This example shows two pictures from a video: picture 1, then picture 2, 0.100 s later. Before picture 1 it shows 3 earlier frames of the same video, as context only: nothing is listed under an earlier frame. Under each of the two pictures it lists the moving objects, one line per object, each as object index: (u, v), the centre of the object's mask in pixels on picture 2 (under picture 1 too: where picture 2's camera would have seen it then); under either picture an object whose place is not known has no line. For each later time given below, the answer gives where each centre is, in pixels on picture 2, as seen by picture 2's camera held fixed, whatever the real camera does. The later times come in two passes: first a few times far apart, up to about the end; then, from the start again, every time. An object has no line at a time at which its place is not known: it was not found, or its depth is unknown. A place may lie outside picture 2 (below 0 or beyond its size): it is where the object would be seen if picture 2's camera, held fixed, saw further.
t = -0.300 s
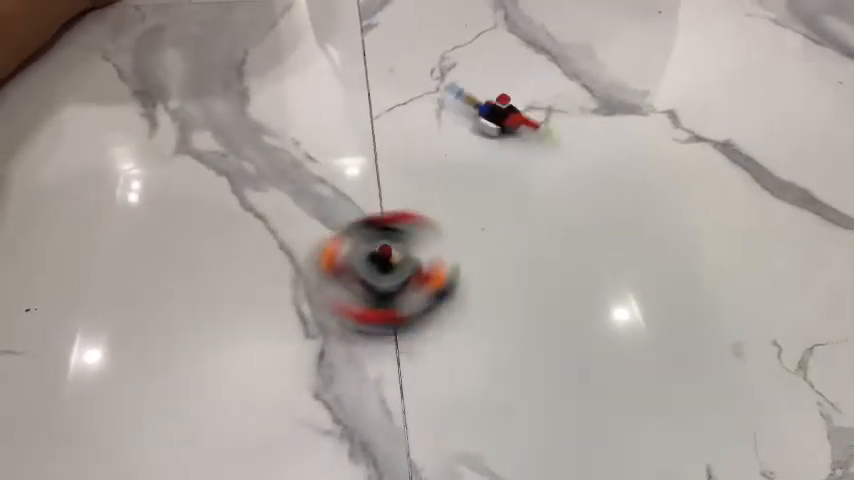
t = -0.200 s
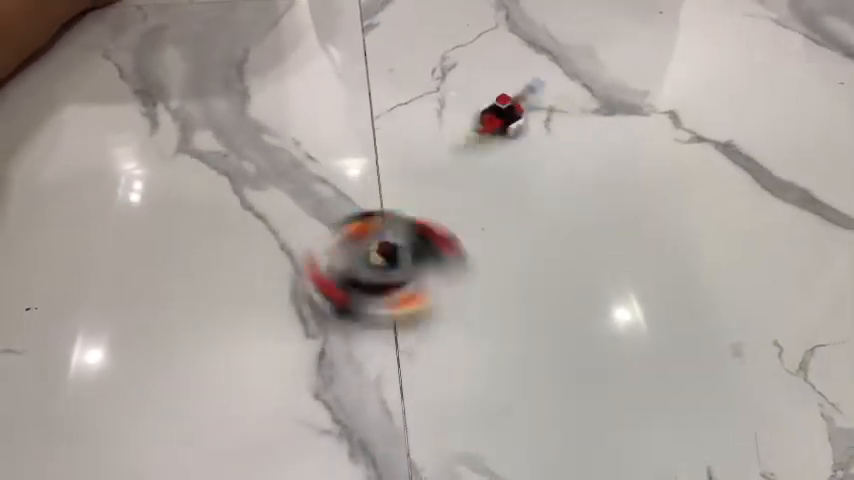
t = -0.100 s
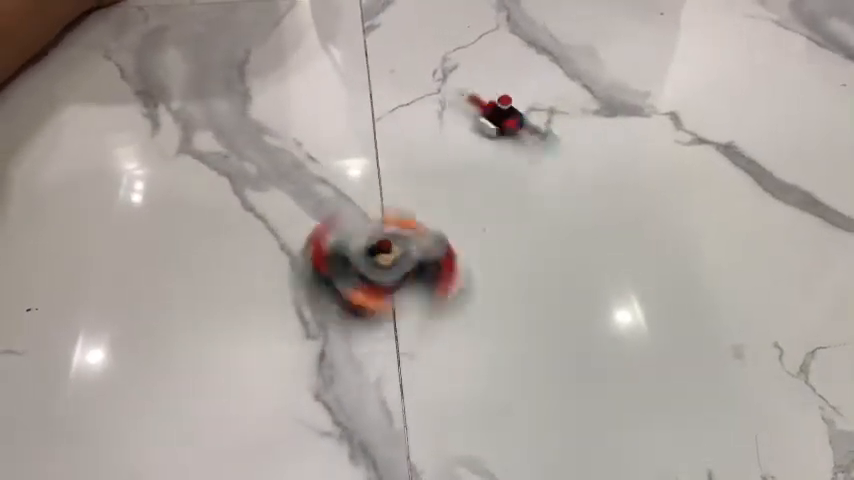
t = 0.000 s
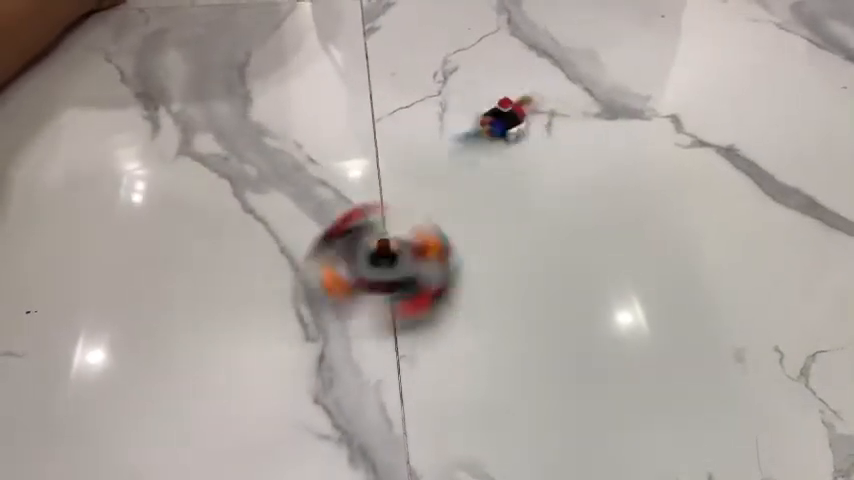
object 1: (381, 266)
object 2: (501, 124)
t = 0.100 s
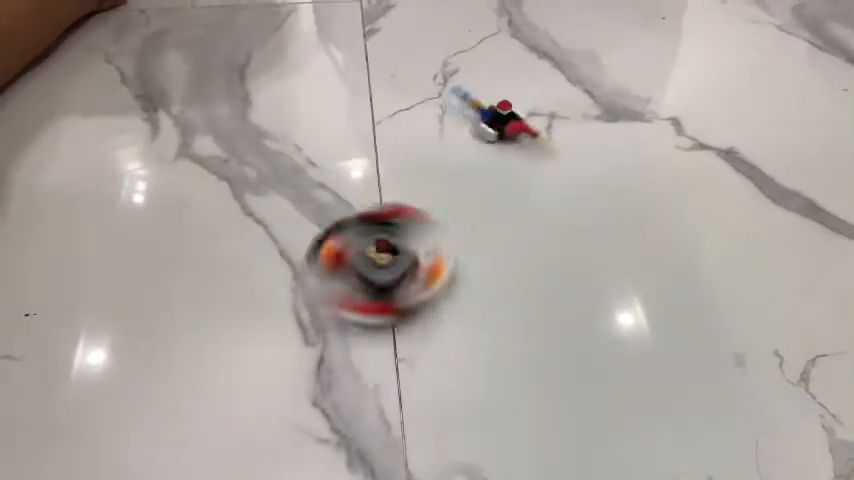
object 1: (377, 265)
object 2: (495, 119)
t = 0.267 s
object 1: (379, 259)
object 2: (509, 122)
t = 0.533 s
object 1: (380, 254)
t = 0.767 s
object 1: (377, 247)
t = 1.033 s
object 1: (380, 239)
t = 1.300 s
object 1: (378, 230)
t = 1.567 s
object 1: (376, 225)
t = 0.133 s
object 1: (379, 262)
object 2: (496, 118)
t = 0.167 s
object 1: (382, 263)
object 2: (501, 117)
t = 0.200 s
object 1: (382, 262)
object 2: (507, 120)
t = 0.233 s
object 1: (378, 257)
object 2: (507, 122)
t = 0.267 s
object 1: (379, 259)
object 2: (509, 122)
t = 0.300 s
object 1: (377, 253)
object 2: (500, 123)
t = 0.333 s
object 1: (382, 255)
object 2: (497, 121)
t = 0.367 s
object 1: (381, 258)
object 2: (500, 122)
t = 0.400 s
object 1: (379, 255)
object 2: (501, 125)
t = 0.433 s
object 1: (379, 255)
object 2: (499, 126)
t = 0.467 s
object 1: (377, 249)
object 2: (498, 124)
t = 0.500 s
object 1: (382, 251)
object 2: (497, 123)
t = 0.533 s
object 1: (380, 254)
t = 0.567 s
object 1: (379, 251)
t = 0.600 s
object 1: (380, 250)
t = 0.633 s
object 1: (376, 245)
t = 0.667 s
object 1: (382, 248)
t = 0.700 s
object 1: (381, 249)
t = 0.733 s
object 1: (378, 245)
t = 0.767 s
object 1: (377, 247)
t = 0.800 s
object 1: (376, 244)
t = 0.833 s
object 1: (379, 243)
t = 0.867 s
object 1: (380, 244)
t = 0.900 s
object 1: (377, 240)
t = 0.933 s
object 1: (381, 241)
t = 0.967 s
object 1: (377, 240)
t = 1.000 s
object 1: (381, 236)
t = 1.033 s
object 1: (380, 239)
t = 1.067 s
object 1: (375, 237)
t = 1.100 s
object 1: (380, 235)
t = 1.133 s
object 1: (379, 234)
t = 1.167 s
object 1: (380, 231)
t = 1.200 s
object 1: (380, 233)
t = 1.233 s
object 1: (378, 233)
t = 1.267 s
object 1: (378, 230)
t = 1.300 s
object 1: (378, 230)
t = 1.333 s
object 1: (378, 227)
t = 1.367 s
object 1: (379, 225)
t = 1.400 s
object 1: (375, 229)
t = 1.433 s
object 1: (374, 226)
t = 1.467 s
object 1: (377, 226)
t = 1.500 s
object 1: (375, 224)
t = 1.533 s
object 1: (375, 221)
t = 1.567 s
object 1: (376, 225)
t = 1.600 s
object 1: (371, 224)
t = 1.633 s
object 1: (372, 222)
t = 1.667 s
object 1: (371, 222)
